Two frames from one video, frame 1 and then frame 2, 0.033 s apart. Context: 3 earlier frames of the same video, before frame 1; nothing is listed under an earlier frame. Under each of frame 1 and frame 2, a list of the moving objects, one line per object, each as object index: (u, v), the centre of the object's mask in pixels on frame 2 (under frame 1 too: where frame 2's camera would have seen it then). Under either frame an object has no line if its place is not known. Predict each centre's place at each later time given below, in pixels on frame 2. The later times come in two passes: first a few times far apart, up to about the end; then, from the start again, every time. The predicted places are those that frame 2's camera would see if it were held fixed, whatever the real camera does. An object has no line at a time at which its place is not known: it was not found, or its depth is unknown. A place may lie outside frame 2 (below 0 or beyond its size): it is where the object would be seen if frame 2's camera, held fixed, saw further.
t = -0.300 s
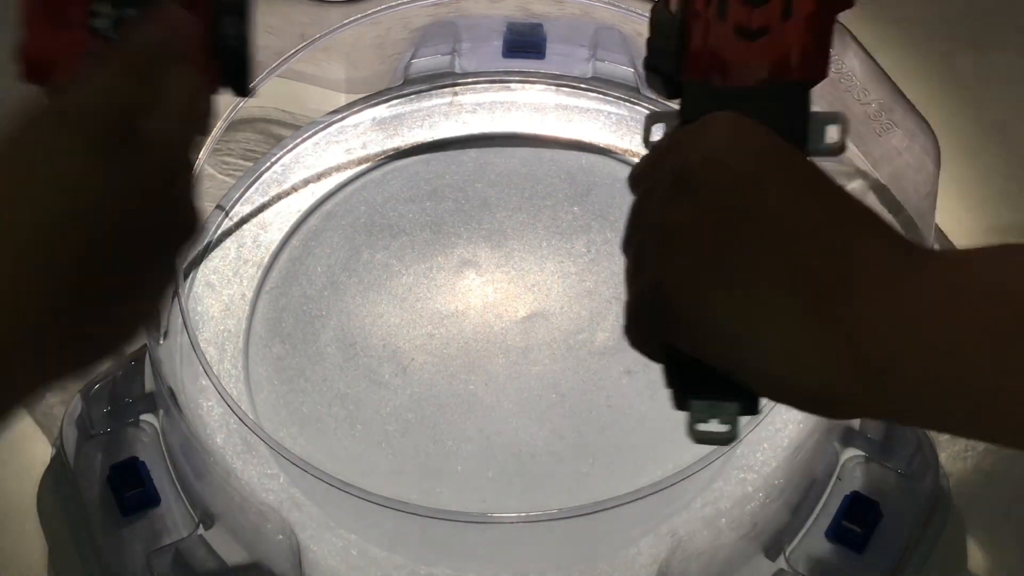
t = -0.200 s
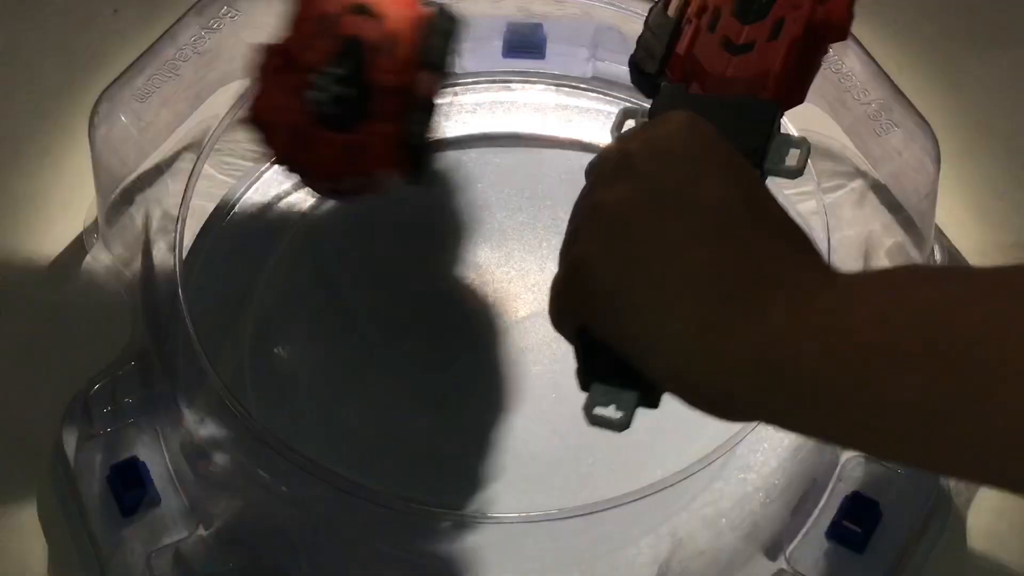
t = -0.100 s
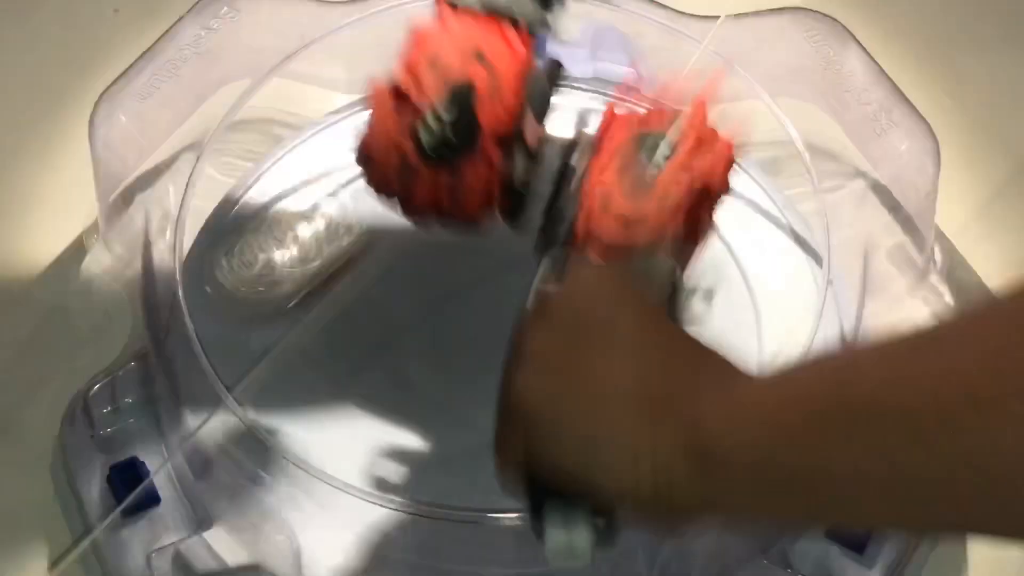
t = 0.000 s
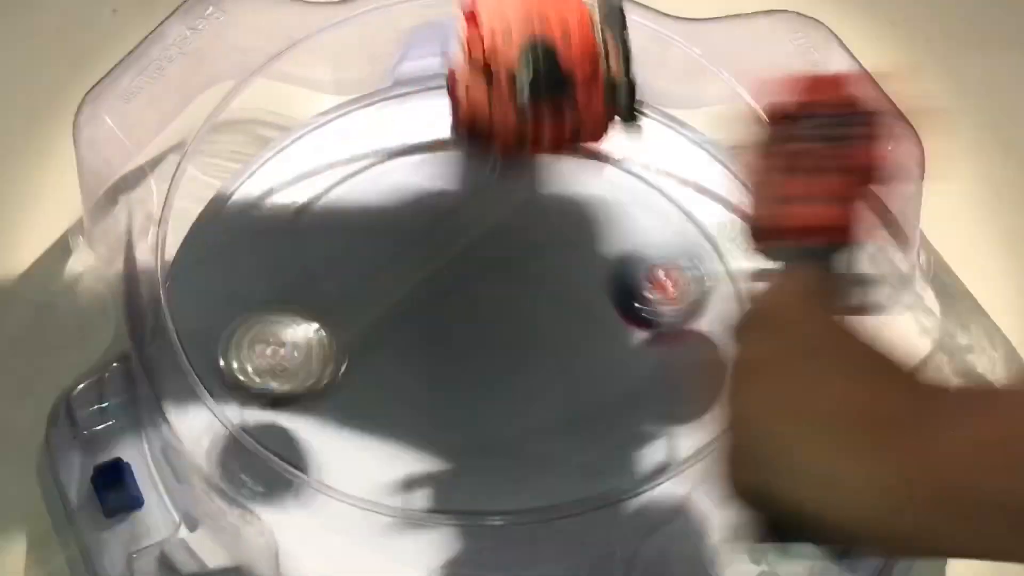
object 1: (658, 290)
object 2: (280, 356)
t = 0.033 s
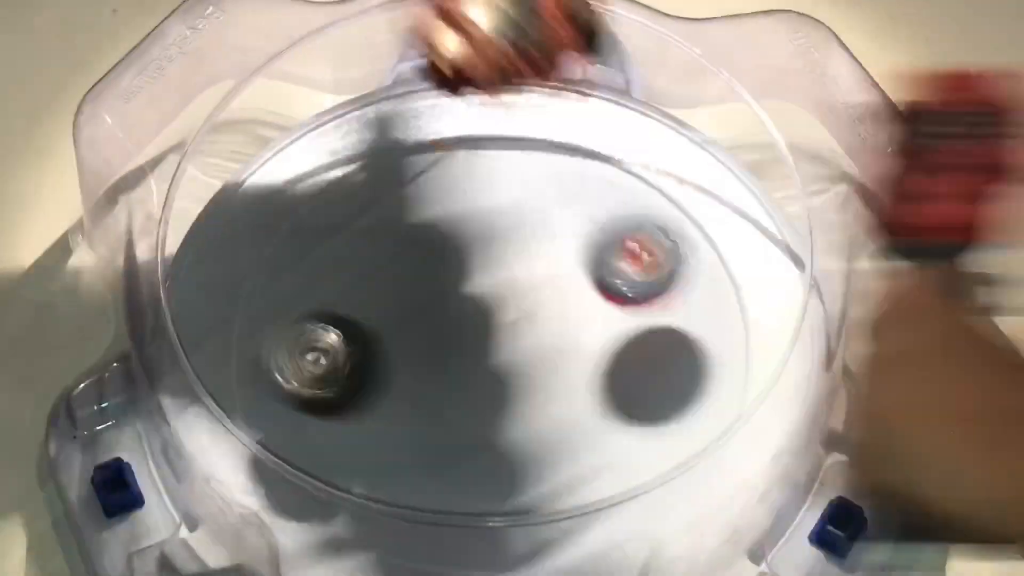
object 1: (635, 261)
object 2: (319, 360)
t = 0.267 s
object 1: (396, 231)
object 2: (645, 366)
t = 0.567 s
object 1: (270, 402)
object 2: (635, 179)
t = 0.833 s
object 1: (587, 482)
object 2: (287, 253)
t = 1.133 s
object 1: (573, 160)
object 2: (542, 523)
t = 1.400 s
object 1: (267, 239)
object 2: (762, 241)
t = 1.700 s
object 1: (487, 502)
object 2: (388, 195)
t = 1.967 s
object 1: (693, 270)
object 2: (288, 496)
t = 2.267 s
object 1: (441, 149)
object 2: (703, 495)
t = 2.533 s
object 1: (355, 364)
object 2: (725, 218)
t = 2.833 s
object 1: (623, 422)
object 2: (343, 206)
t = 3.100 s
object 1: (622, 262)
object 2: (325, 480)
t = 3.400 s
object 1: (365, 296)
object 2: (634, 407)
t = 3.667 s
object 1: (425, 461)
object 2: (532, 268)
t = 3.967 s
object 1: (629, 353)
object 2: (394, 318)
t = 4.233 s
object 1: (437, 229)
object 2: (487, 375)
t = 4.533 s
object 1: (327, 433)
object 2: (547, 289)
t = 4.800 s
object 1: (576, 412)
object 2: (434, 288)
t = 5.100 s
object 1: (483, 216)
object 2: (509, 381)
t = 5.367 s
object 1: (335, 321)
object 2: (586, 323)
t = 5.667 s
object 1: (535, 376)
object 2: (469, 284)
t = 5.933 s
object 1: (536, 247)
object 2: (461, 385)
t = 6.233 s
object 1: (432, 301)
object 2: (609, 328)
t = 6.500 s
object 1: (477, 363)
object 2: (468, 248)
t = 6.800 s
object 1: (535, 370)
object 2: (370, 364)
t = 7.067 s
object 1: (538, 312)
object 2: (520, 407)
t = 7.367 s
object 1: (440, 206)
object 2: (544, 388)
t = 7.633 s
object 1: (367, 244)
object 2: (510, 361)
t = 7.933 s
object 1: (359, 295)
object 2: (582, 408)
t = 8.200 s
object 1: (444, 300)
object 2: (587, 388)
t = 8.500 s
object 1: (486, 233)
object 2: (530, 343)
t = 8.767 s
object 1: (439, 232)
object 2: (485, 385)
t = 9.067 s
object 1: (522, 285)
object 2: (477, 382)
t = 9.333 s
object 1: (516, 239)
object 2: (479, 365)
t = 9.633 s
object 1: (522, 249)
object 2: (438, 398)
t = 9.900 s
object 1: (550, 297)
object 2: (442, 373)
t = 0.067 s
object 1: (607, 243)
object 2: (381, 391)
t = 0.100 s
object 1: (579, 240)
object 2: (428, 417)
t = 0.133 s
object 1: (551, 246)
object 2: (474, 406)
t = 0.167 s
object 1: (516, 239)
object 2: (523, 400)
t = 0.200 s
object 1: (473, 226)
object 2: (569, 400)
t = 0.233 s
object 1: (432, 228)
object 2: (608, 381)
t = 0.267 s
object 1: (396, 231)
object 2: (645, 366)
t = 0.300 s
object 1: (357, 239)
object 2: (675, 332)
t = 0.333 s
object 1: (327, 248)
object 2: (700, 315)
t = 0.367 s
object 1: (301, 262)
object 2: (710, 282)
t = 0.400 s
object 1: (279, 278)
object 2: (717, 260)
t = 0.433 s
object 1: (263, 299)
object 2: (721, 242)
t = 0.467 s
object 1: (254, 321)
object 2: (712, 219)
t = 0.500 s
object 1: (251, 349)
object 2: (695, 202)
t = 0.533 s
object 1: (256, 375)
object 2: (668, 190)
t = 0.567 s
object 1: (270, 402)
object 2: (635, 179)
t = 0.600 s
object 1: (286, 434)
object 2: (597, 170)
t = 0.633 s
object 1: (312, 463)
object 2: (555, 162)
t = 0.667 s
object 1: (347, 487)
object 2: (508, 160)
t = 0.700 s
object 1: (390, 505)
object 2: (459, 163)
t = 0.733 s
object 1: (436, 515)
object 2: (411, 175)
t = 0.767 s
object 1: (487, 514)
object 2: (361, 193)
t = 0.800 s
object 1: (543, 503)
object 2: (319, 222)
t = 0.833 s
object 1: (587, 482)
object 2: (287, 253)
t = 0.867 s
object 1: (620, 451)
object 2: (263, 289)
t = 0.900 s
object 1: (649, 422)
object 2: (254, 327)
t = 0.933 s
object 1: (668, 383)
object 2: (253, 372)
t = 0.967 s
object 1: (674, 342)
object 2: (275, 408)
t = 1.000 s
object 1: (670, 299)
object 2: (313, 444)
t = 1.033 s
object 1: (657, 259)
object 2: (360, 481)
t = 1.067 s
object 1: (637, 222)
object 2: (416, 502)
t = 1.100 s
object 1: (608, 190)
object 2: (477, 523)
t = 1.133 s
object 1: (573, 160)
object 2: (542, 523)
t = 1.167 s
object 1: (534, 137)
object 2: (605, 517)
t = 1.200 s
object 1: (492, 120)
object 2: (663, 490)
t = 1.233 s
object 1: (448, 112)
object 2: (713, 465)
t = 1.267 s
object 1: (406, 123)
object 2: (757, 433)
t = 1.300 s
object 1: (368, 147)
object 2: (773, 384)
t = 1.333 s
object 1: (330, 175)
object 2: (779, 336)
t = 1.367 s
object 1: (297, 205)
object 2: (774, 286)
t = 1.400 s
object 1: (267, 239)
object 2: (762, 241)
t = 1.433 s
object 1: (246, 276)
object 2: (746, 195)
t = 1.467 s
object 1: (242, 319)
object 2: (723, 157)
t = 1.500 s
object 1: (249, 361)
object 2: (693, 121)
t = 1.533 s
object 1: (271, 398)
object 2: (650, 111)
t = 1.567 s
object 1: (295, 438)
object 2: (599, 120)
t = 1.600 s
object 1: (335, 468)
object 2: (546, 131)
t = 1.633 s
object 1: (382, 488)
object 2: (493, 145)
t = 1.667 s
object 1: (433, 502)
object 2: (438, 168)
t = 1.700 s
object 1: (487, 502)
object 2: (388, 195)
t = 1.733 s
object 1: (543, 490)
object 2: (343, 224)
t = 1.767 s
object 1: (588, 465)
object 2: (304, 256)
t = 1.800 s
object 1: (628, 443)
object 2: (272, 296)
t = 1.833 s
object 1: (660, 416)
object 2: (249, 334)
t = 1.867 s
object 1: (683, 381)
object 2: (237, 375)
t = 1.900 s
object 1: (697, 342)
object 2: (243, 418)
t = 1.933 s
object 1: (698, 306)
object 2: (261, 458)
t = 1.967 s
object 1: (693, 270)
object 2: (288, 496)
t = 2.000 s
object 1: (680, 237)
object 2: (319, 531)
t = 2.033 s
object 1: (661, 206)
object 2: (361, 545)
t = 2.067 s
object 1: (635, 181)
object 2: (409, 555)
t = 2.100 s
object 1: (606, 160)
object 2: (463, 558)
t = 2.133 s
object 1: (573, 146)
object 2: (516, 556)
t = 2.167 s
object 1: (539, 137)
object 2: (565, 550)
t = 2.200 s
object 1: (507, 136)
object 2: (618, 541)
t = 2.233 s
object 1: (473, 138)
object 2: (664, 525)
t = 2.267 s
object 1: (441, 149)
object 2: (703, 495)
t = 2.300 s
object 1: (413, 163)
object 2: (738, 458)
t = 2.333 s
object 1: (391, 180)
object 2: (756, 416)
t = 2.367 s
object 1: (371, 203)
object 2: (771, 379)
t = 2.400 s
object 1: (356, 227)
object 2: (776, 338)
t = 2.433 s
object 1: (346, 257)
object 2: (770, 306)
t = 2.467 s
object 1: (340, 291)
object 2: (762, 276)
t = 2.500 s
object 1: (343, 328)
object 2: (747, 247)
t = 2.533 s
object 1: (355, 364)
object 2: (725, 218)
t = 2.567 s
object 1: (376, 396)
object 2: (695, 191)
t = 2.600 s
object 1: (403, 423)
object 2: (656, 175)
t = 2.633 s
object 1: (432, 443)
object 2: (614, 162)
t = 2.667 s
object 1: (466, 457)
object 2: (565, 155)
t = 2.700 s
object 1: (504, 462)
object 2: (519, 154)
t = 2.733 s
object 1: (540, 461)
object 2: (471, 157)
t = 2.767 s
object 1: (573, 453)
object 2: (426, 169)
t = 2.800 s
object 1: (600, 441)
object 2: (382, 182)
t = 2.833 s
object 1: (623, 422)
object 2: (343, 206)
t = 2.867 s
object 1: (640, 400)
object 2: (309, 232)
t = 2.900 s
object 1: (652, 379)
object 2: (280, 265)
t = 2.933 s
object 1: (657, 356)
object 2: (262, 300)
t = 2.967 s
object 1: (659, 337)
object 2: (250, 338)
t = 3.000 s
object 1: (655, 316)
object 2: (254, 376)
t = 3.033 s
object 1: (648, 297)
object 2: (264, 414)
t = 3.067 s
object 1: (636, 279)
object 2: (294, 451)
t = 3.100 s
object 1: (622, 262)
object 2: (325, 480)
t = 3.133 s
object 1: (601, 246)
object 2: (367, 499)
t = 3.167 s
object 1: (576, 232)
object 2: (407, 515)
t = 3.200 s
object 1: (546, 222)
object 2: (453, 519)
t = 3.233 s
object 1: (513, 218)
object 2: (495, 515)
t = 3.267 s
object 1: (480, 222)
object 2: (536, 504)
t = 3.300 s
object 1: (445, 231)
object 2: (574, 484)
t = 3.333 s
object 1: (415, 247)
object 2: (599, 459)
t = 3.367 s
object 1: (386, 270)
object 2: (622, 436)
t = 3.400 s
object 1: (365, 296)
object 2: (634, 407)
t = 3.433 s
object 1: (348, 325)
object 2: (635, 380)
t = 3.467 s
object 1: (340, 353)
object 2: (632, 352)
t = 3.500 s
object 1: (340, 380)
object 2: (623, 329)
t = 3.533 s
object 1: (346, 404)
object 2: (609, 310)
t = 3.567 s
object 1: (361, 425)
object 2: (593, 294)
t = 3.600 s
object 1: (378, 441)
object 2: (575, 283)
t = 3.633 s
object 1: (400, 453)
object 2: (554, 275)
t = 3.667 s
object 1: (425, 461)
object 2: (532, 268)
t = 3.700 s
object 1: (451, 465)
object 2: (507, 263)
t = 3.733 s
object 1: (479, 466)
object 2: (482, 262)
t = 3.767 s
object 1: (509, 464)
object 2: (461, 264)
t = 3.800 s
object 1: (536, 456)
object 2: (442, 272)
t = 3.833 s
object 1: (563, 445)
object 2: (426, 280)
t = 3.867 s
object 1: (591, 428)
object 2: (414, 288)
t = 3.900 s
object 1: (610, 408)
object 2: (404, 299)
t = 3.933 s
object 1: (623, 382)
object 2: (397, 308)
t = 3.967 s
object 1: (629, 353)
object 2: (394, 318)
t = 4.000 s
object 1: (626, 325)
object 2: (395, 329)
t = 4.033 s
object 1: (612, 298)
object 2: (397, 341)
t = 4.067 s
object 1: (594, 274)
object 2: (402, 349)
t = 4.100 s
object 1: (569, 254)
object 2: (413, 356)
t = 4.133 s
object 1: (540, 240)
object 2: (426, 366)
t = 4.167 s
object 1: (507, 229)
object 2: (443, 373)
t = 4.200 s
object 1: (471, 227)
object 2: (463, 376)
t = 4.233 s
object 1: (437, 229)
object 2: (487, 375)
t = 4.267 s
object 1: (402, 238)
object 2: (508, 370)
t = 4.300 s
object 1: (370, 250)
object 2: (525, 361)
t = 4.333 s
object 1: (341, 270)
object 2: (539, 349)
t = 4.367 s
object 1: (319, 294)
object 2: (552, 338)
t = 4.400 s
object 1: (303, 321)
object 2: (561, 323)
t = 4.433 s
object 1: (295, 350)
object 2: (564, 313)
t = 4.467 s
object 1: (296, 379)
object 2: (561, 303)
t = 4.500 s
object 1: (306, 409)
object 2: (554, 297)
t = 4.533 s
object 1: (327, 433)
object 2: (547, 289)
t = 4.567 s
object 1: (355, 451)
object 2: (538, 283)
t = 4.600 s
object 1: (389, 466)
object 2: (527, 285)
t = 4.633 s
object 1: (427, 475)
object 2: (514, 285)
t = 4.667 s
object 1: (463, 476)
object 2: (499, 284)
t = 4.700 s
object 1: (500, 471)
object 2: (480, 284)
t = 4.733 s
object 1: (531, 457)
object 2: (461, 284)
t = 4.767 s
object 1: (558, 436)
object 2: (445, 283)
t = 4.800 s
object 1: (576, 412)
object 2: (434, 288)
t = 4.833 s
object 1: (589, 386)
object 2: (424, 299)
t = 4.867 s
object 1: (594, 357)
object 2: (418, 310)
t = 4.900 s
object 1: (593, 329)
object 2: (416, 326)
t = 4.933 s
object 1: (587, 302)
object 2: (420, 341)
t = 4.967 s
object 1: (574, 277)
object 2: (429, 355)
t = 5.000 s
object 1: (557, 255)
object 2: (443, 366)
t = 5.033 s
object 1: (535, 238)
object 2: (462, 377)
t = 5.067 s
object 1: (510, 225)
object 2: (484, 380)
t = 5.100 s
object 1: (483, 216)
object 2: (509, 381)
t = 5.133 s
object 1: (455, 213)
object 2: (533, 377)
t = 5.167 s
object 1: (426, 216)
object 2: (553, 370)
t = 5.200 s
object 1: (400, 224)
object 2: (570, 363)
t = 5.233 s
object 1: (375, 236)
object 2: (581, 356)
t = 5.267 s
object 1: (356, 254)
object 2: (589, 347)
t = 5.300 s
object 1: (342, 275)
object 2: (591, 342)
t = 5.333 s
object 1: (334, 299)
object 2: (589, 333)
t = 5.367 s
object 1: (335, 321)
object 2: (586, 323)
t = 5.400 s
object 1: (344, 343)
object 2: (580, 313)
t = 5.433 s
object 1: (359, 365)
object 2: (571, 304)
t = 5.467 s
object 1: (380, 381)
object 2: (560, 295)
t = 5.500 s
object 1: (405, 394)
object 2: (546, 288)
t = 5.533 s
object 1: (431, 400)
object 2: (530, 283)
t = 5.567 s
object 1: (459, 401)
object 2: (517, 280)
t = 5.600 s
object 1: (486, 397)
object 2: (502, 280)
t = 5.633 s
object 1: (512, 389)
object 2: (485, 282)
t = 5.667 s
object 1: (535, 376)
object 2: (469, 284)
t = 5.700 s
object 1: (551, 362)
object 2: (458, 287)
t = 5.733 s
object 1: (563, 345)
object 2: (448, 294)
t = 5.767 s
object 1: (571, 324)
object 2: (440, 306)
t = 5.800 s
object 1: (575, 304)
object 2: (434, 320)
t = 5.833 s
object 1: (572, 287)
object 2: (433, 338)
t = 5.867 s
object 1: (564, 270)
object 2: (437, 355)
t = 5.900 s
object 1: (551, 257)
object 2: (446, 371)
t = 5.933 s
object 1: (536, 247)
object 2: (461, 385)
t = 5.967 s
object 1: (520, 242)
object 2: (480, 396)
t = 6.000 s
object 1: (504, 241)
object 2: (502, 401)
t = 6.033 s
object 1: (488, 243)
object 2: (525, 403)
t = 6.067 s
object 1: (474, 249)
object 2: (547, 399)
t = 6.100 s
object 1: (461, 256)
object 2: (568, 388)
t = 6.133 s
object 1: (450, 266)
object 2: (584, 375)
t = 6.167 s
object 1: (441, 277)
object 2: (597, 361)
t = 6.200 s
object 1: (435, 289)
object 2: (606, 345)
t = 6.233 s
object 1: (432, 301)
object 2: (609, 328)
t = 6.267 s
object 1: (430, 312)
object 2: (606, 309)
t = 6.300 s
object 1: (432, 323)
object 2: (598, 293)
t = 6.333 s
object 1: (436, 332)
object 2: (584, 275)
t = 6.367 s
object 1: (443, 340)
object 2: (567, 265)
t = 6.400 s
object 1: (452, 347)
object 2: (546, 254)
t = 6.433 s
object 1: (461, 353)
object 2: (522, 248)
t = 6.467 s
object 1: (469, 359)
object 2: (496, 246)
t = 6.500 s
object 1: (477, 363)
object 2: (468, 248)
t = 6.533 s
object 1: (485, 368)
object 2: (441, 254)
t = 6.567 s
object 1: (491, 371)
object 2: (416, 265)
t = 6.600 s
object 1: (498, 374)
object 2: (393, 277)
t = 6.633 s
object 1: (504, 376)
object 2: (377, 292)
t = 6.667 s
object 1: (511, 376)
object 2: (366, 307)
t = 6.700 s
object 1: (518, 376)
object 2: (361, 324)
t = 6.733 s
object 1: (524, 375)
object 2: (359, 338)
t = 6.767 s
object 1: (529, 372)
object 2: (363, 351)
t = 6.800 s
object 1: (535, 370)
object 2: (370, 364)
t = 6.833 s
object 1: (540, 365)
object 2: (382, 378)
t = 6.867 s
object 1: (544, 361)
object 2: (399, 390)
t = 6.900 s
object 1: (548, 354)
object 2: (416, 399)
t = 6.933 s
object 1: (550, 348)
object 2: (433, 403)
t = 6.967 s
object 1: (550, 339)
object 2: (453, 408)
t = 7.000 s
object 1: (548, 331)
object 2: (475, 412)
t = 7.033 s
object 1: (542, 323)
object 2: (501, 411)
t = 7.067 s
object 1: (538, 312)
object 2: (520, 407)
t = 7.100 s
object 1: (531, 303)
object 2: (530, 402)
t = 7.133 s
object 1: (522, 294)
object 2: (537, 394)
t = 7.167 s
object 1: (514, 289)
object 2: (544, 382)
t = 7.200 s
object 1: (504, 281)
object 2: (546, 373)
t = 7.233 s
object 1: (490, 254)
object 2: (549, 380)
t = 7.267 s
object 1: (478, 233)
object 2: (549, 387)
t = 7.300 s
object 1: (465, 217)
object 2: (549, 390)
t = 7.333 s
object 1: (452, 208)
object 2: (547, 390)
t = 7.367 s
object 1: (440, 206)
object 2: (544, 388)
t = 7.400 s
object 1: (429, 207)
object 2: (543, 385)
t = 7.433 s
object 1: (416, 209)
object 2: (539, 383)
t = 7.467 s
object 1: (404, 214)
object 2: (535, 379)
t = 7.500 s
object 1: (395, 218)
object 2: (531, 376)
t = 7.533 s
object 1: (387, 224)
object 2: (525, 372)
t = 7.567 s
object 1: (378, 230)
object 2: (521, 368)
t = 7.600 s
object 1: (372, 237)
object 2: (516, 364)
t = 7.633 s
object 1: (367, 244)
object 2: (510, 361)
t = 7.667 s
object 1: (364, 256)
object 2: (507, 358)
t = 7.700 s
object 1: (364, 268)
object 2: (501, 354)
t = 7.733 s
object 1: (367, 281)
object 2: (499, 353)
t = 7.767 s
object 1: (374, 295)
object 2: (495, 351)
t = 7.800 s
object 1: (385, 308)
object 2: (490, 349)
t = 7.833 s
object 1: (385, 310)
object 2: (503, 358)
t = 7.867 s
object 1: (370, 300)
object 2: (535, 381)
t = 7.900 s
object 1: (362, 296)
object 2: (560, 397)
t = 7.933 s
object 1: (359, 295)
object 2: (582, 408)
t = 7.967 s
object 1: (359, 299)
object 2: (594, 414)
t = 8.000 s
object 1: (364, 304)
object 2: (602, 415)
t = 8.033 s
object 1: (373, 308)
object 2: (603, 415)
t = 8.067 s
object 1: (386, 311)
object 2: (602, 410)
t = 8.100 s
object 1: (399, 312)
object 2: (599, 406)
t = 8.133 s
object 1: (414, 310)
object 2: (594, 399)
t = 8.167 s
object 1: (428, 305)
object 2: (593, 394)
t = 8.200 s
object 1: (444, 300)
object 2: (587, 388)
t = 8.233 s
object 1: (457, 292)
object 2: (584, 381)
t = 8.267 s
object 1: (470, 285)
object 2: (579, 375)
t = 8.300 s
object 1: (479, 276)
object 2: (574, 370)
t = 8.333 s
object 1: (487, 268)
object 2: (568, 365)
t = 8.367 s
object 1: (491, 257)
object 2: (560, 360)
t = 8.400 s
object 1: (494, 250)
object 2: (555, 355)
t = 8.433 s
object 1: (493, 242)
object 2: (545, 350)
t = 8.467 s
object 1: (491, 237)
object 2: (538, 347)
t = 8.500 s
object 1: (486, 233)
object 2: (530, 343)
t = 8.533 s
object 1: (480, 233)
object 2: (522, 338)
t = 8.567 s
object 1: (471, 237)
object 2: (516, 338)
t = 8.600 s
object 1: (467, 245)
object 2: (509, 335)
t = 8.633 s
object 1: (464, 249)
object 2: (504, 337)
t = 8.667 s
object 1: (459, 239)
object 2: (499, 356)
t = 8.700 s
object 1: (452, 232)
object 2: (494, 370)
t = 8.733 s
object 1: (445, 230)
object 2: (491, 380)
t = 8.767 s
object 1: (439, 232)
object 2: (485, 385)
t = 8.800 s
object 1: (435, 239)
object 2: (483, 388)
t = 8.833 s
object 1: (434, 248)
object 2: (481, 390)
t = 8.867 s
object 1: (437, 260)
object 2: (478, 390)
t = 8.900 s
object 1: (445, 271)
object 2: (479, 387)
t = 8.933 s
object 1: (457, 283)
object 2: (481, 385)
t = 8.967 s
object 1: (472, 291)
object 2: (479, 385)
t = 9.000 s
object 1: (489, 293)
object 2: (478, 383)
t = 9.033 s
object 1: (507, 290)
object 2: (478, 384)
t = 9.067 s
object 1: (522, 285)
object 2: (477, 382)
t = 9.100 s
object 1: (534, 278)
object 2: (476, 380)
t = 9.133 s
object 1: (543, 267)
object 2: (478, 379)
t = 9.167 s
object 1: (548, 258)
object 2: (479, 375)
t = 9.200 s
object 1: (549, 249)
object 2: (479, 373)
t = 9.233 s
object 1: (546, 240)
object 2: (480, 370)
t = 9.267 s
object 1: (538, 236)
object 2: (482, 369)
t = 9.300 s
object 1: (527, 236)
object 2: (481, 368)
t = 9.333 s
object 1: (516, 239)
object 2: (479, 365)
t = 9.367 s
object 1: (504, 249)
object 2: (478, 363)
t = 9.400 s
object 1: (493, 262)
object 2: (478, 363)
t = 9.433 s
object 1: (491, 270)
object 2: (470, 367)
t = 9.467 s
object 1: (497, 265)
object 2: (458, 382)
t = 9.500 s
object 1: (505, 261)
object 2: (448, 393)
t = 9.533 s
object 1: (513, 257)
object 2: (442, 400)
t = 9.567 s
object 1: (518, 253)
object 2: (440, 400)
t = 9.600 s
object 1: (521, 250)
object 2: (438, 401)
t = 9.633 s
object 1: (522, 249)
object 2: (438, 398)
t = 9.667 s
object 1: (522, 252)
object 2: (440, 393)
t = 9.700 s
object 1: (522, 254)
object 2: (443, 390)
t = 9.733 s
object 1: (521, 262)
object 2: (448, 385)
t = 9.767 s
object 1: (519, 271)
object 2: (453, 380)
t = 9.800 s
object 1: (519, 279)
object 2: (455, 377)
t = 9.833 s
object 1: (519, 292)
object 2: (458, 372)
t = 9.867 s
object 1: (526, 298)
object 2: (458, 369)
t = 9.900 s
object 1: (550, 297)
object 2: (442, 373)
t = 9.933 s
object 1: (573, 290)
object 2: (432, 371)
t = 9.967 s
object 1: (593, 281)
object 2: (426, 371)
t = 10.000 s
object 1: (608, 271)
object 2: (424, 369)
